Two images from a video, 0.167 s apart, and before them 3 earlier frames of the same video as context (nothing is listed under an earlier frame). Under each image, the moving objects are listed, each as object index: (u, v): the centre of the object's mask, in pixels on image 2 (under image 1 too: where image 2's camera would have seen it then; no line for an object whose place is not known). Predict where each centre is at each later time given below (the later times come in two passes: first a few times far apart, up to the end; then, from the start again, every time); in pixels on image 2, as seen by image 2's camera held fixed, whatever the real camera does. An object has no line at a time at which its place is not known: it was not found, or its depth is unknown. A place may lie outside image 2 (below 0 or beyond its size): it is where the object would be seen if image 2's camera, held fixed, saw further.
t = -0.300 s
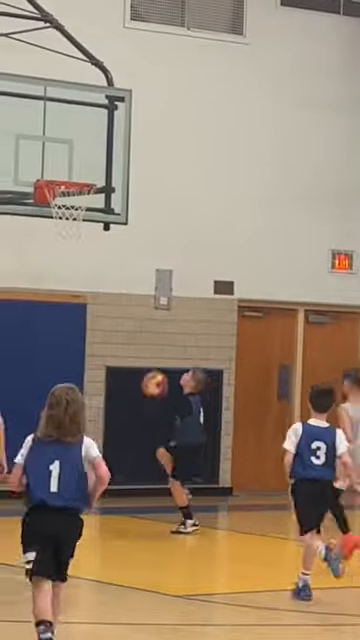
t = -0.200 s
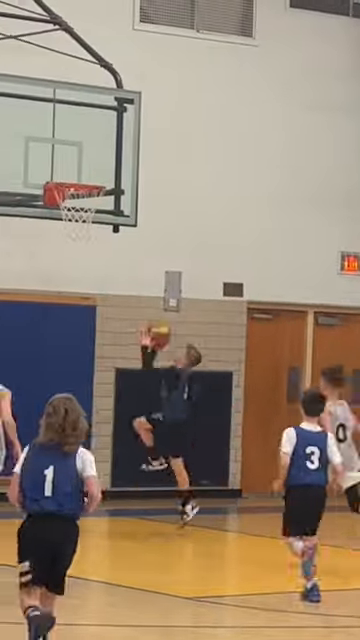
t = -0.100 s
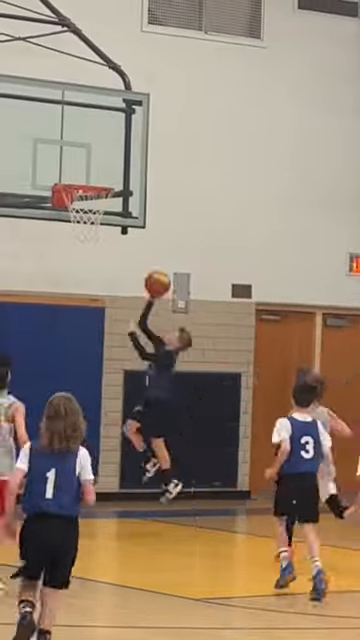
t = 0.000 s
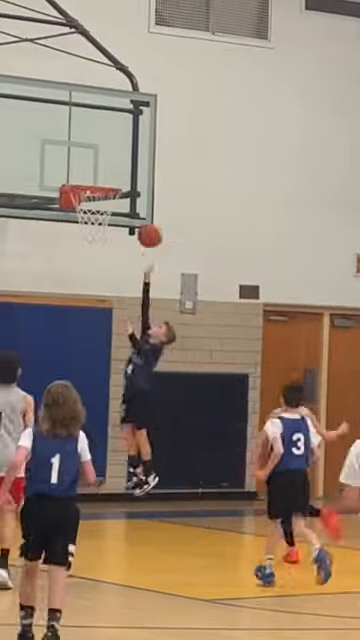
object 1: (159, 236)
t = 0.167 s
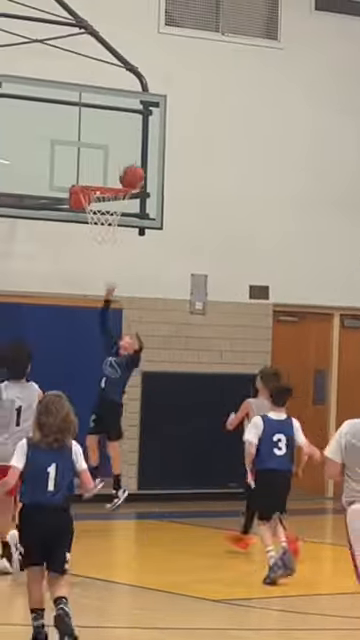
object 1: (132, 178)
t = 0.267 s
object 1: (114, 157)
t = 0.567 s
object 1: (104, 175)
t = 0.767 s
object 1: (96, 244)
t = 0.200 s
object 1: (126, 169)
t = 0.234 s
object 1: (120, 162)
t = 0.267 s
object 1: (114, 157)
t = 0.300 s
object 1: (112, 154)
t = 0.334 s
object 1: (111, 153)
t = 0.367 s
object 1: (111, 152)
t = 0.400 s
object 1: (109, 153)
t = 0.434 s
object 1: (108, 155)
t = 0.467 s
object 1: (107, 159)
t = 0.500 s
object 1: (106, 164)
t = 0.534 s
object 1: (105, 170)
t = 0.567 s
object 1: (104, 175)
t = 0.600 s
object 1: (103, 181)
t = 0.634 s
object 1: (101, 195)
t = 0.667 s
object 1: (101, 202)
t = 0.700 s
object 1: (98, 217)
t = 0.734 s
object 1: (97, 231)
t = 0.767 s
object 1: (96, 244)
